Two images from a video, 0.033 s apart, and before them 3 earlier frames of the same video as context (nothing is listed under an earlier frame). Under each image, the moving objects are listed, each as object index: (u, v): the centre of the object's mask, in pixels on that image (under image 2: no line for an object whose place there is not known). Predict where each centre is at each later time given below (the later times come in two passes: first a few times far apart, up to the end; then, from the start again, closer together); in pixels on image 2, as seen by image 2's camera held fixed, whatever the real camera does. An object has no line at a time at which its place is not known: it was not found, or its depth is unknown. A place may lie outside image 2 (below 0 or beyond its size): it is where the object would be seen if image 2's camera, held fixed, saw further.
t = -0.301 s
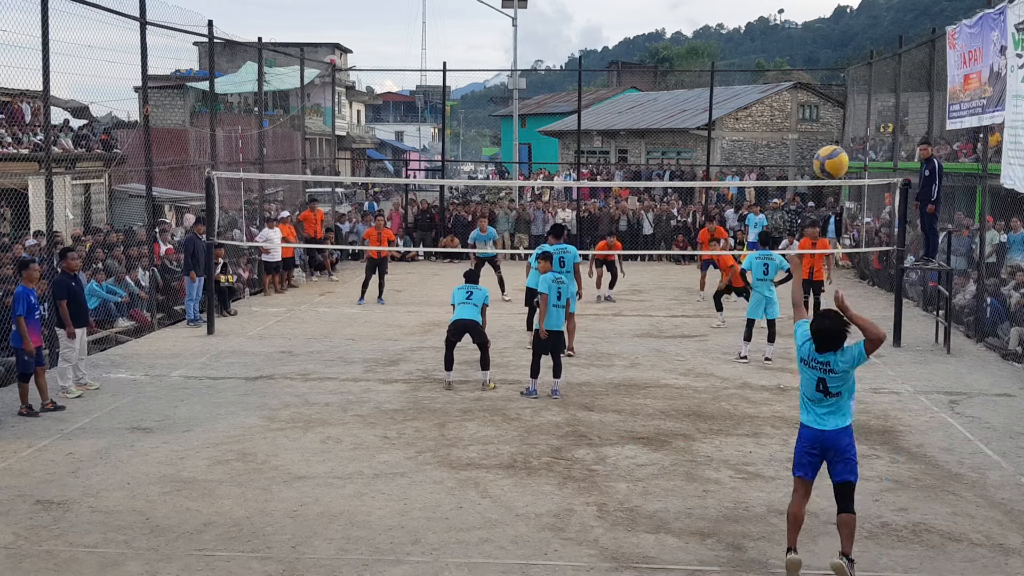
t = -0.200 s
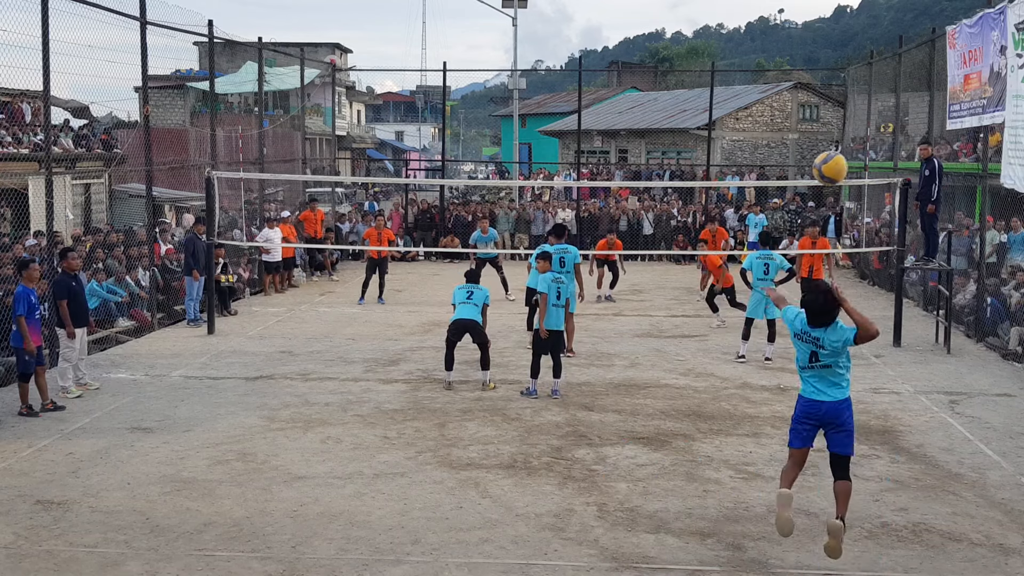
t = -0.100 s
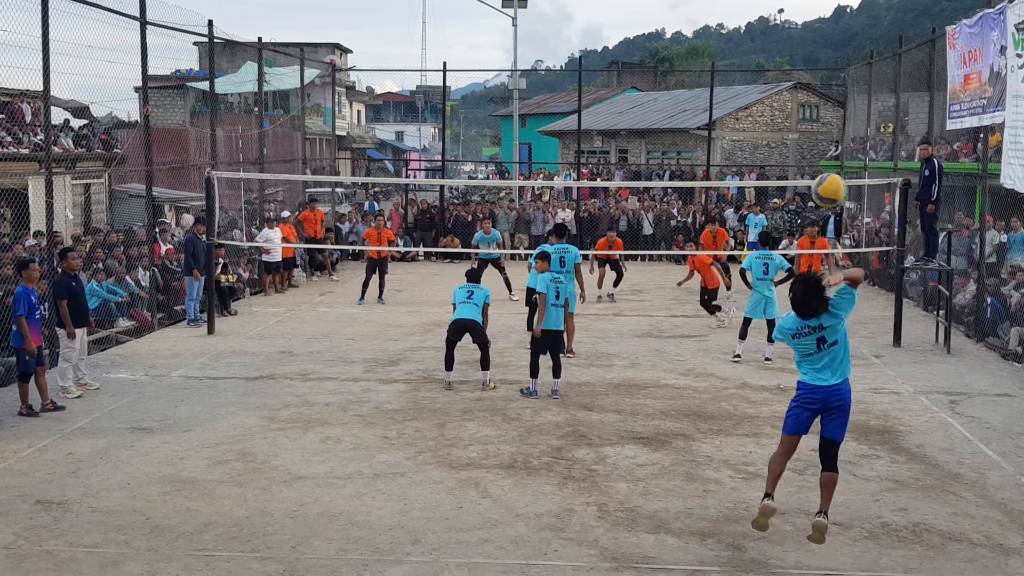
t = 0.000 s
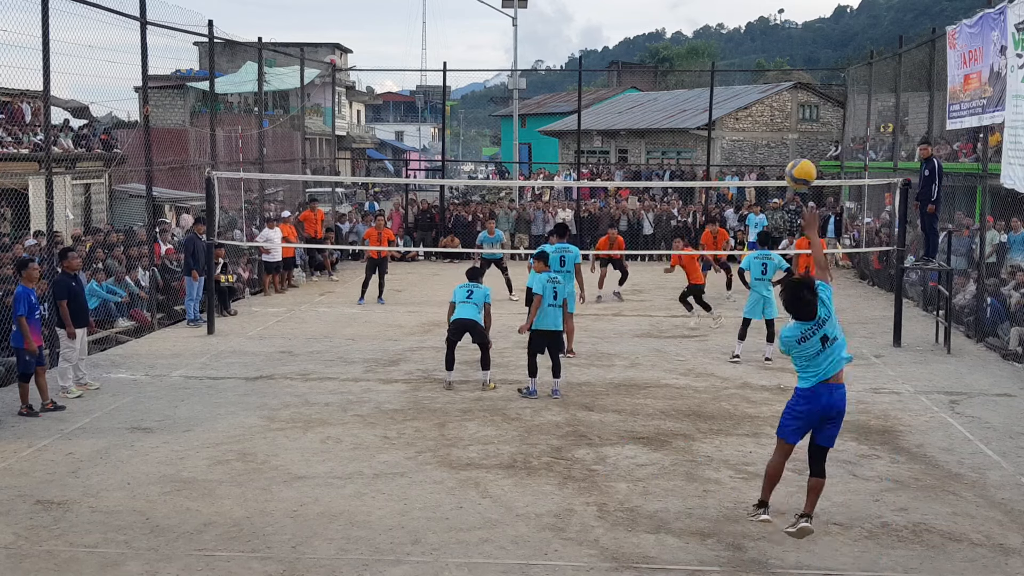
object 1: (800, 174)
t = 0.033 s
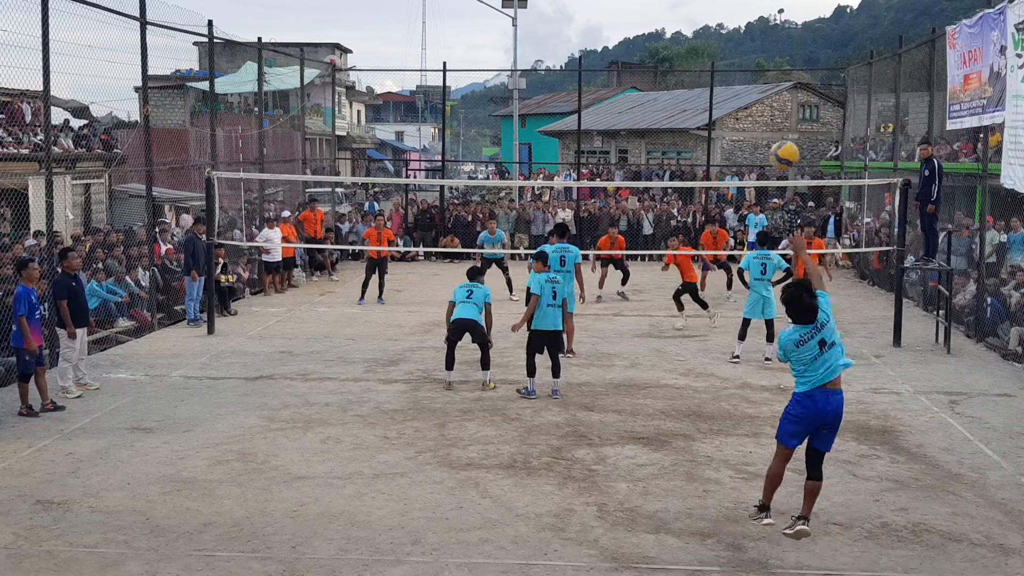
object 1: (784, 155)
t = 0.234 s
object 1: (720, 95)
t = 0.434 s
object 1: (683, 89)
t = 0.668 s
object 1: (656, 118)
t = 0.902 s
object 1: (638, 173)
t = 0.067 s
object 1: (770, 139)
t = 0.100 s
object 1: (756, 127)
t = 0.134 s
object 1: (746, 116)
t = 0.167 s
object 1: (736, 108)
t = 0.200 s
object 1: (728, 100)
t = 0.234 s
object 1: (720, 95)
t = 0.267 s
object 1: (713, 91)
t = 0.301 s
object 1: (706, 89)
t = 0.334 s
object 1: (700, 88)
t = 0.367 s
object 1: (694, 87)
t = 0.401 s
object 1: (689, 88)
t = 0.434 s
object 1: (683, 89)
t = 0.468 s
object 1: (679, 91)
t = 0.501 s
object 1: (674, 94)
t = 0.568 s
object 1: (666, 101)
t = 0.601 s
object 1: (662, 107)
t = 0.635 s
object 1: (659, 113)
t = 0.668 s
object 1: (656, 118)
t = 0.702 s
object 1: (653, 125)
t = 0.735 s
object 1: (650, 133)
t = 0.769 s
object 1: (647, 140)
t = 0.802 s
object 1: (644, 148)
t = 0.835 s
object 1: (642, 157)
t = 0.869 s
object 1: (640, 165)
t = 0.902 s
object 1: (638, 173)
